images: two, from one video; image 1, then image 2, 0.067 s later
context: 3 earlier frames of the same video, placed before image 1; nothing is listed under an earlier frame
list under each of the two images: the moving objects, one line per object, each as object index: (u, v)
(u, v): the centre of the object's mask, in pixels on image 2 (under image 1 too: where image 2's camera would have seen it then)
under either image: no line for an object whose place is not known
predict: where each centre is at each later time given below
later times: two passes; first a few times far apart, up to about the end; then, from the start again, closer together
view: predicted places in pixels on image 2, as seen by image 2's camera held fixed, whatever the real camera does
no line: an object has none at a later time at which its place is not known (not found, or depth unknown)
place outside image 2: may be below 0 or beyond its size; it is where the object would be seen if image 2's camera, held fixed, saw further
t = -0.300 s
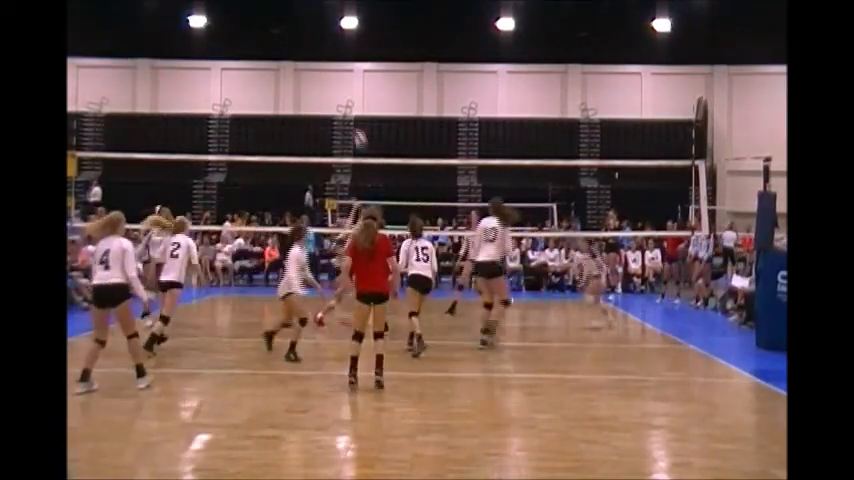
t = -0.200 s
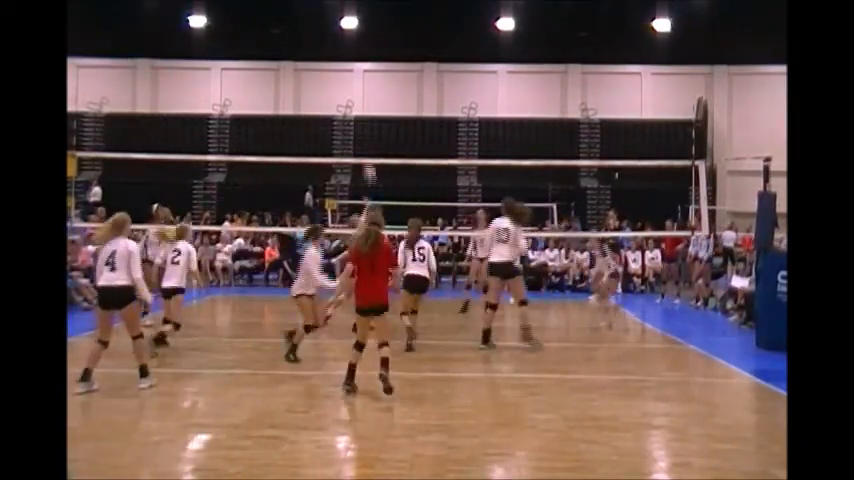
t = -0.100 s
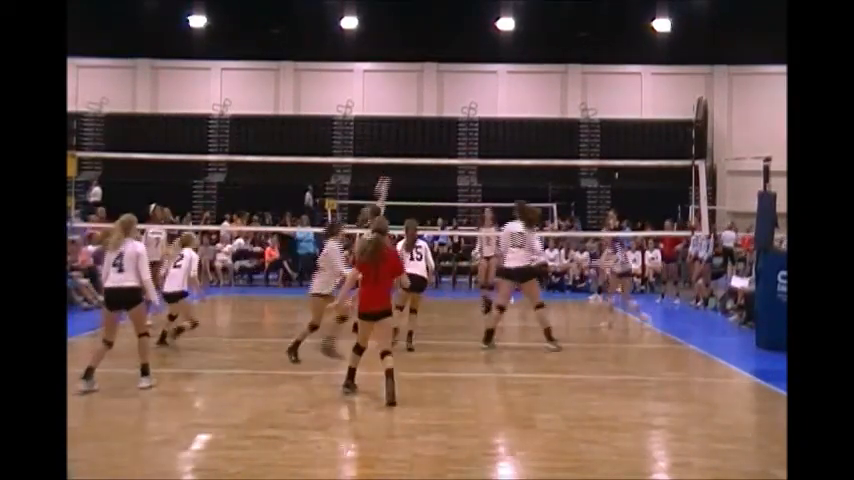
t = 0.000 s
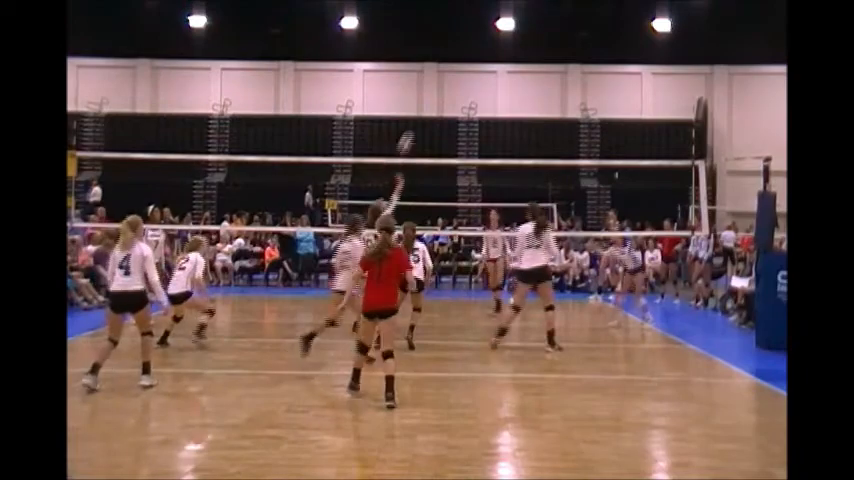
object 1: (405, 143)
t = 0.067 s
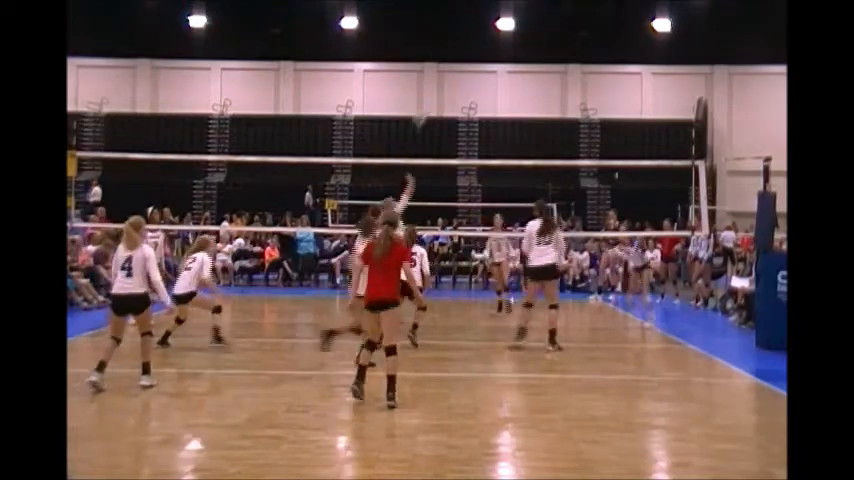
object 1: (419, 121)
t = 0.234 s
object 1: (460, 65)
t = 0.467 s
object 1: (511, 34)
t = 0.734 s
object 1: (568, 36)
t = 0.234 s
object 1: (460, 65)
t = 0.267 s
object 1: (467, 58)
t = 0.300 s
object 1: (474, 53)
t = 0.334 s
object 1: (482, 47)
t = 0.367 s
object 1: (488, 42)
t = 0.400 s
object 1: (495, 38)
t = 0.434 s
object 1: (503, 36)
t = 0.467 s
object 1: (511, 34)
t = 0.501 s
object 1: (519, 29)
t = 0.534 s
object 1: (526, 27)
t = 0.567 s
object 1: (533, 27)
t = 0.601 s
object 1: (540, 27)
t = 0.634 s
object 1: (547, 28)
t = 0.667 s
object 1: (554, 30)
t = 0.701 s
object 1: (561, 32)
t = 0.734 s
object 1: (568, 36)
